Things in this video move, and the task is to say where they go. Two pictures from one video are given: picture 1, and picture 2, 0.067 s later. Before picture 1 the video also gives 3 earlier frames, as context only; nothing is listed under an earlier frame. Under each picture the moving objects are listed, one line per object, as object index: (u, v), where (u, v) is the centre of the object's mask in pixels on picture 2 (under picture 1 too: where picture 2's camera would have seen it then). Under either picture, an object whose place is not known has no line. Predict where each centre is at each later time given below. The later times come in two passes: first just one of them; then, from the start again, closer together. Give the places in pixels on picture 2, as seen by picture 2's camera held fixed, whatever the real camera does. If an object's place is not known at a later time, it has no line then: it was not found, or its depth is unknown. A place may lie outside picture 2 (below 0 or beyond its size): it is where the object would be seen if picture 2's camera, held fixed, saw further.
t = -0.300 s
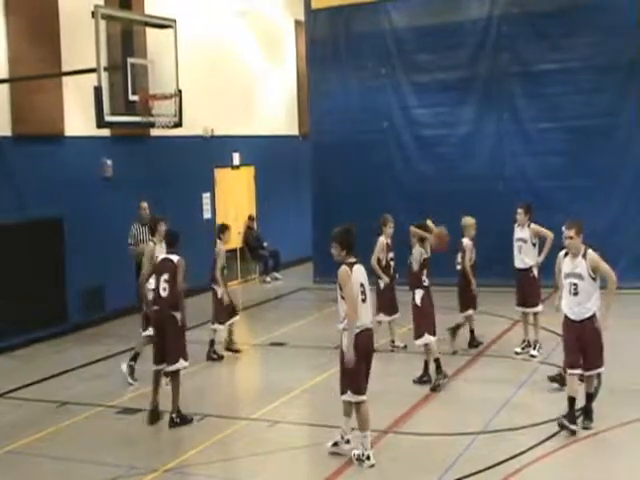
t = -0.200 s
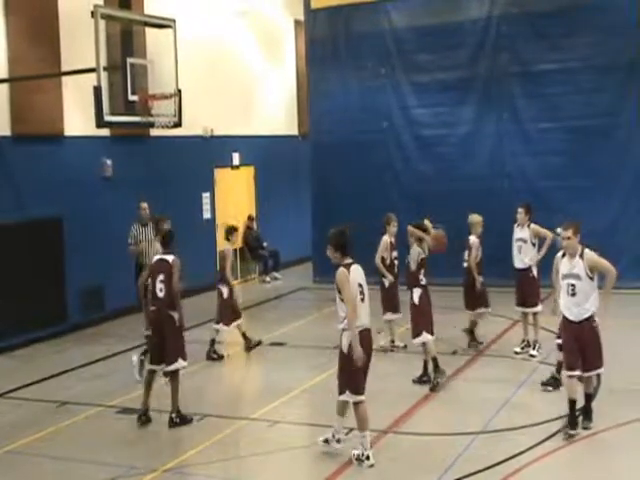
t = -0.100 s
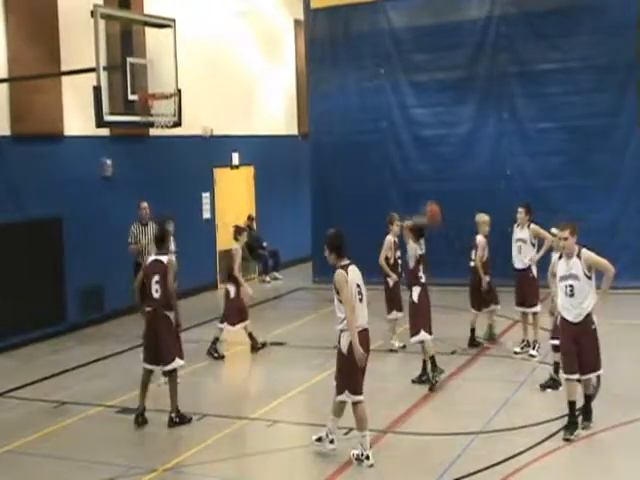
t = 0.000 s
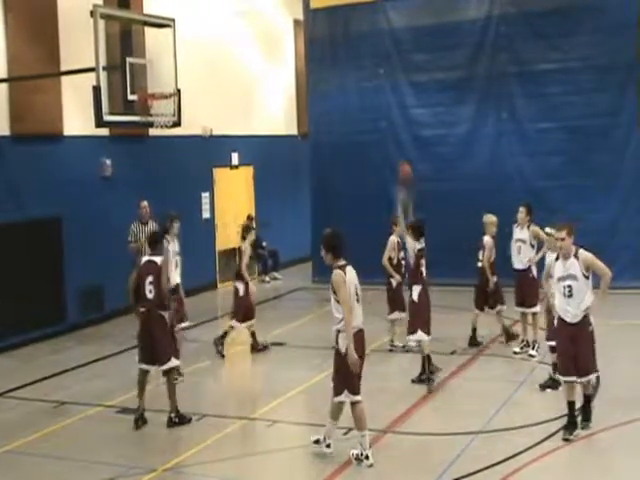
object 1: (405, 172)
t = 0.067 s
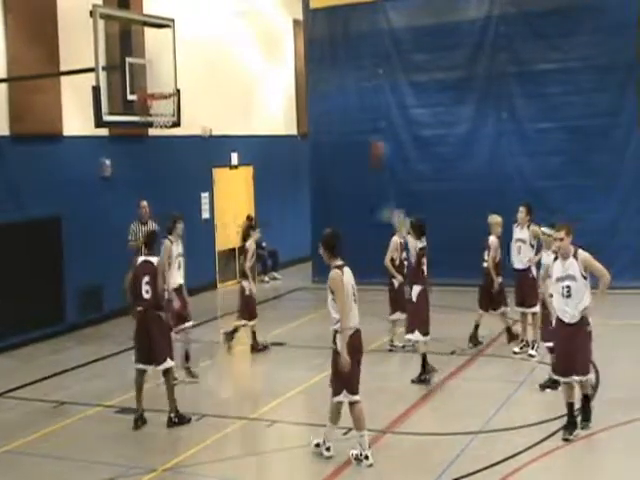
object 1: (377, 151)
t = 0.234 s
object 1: (315, 115)
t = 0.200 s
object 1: (325, 119)
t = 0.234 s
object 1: (315, 115)
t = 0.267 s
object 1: (310, 110)
